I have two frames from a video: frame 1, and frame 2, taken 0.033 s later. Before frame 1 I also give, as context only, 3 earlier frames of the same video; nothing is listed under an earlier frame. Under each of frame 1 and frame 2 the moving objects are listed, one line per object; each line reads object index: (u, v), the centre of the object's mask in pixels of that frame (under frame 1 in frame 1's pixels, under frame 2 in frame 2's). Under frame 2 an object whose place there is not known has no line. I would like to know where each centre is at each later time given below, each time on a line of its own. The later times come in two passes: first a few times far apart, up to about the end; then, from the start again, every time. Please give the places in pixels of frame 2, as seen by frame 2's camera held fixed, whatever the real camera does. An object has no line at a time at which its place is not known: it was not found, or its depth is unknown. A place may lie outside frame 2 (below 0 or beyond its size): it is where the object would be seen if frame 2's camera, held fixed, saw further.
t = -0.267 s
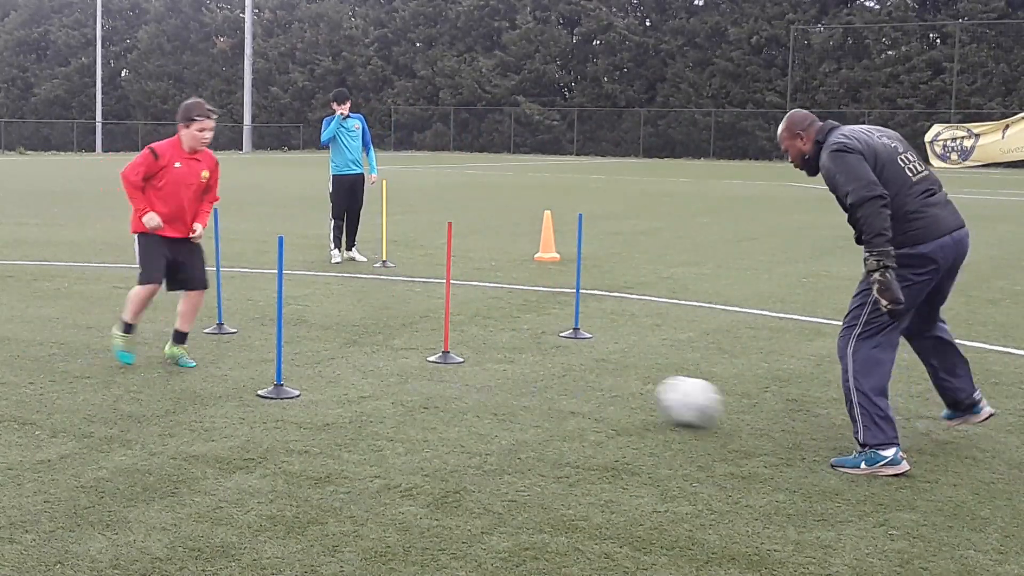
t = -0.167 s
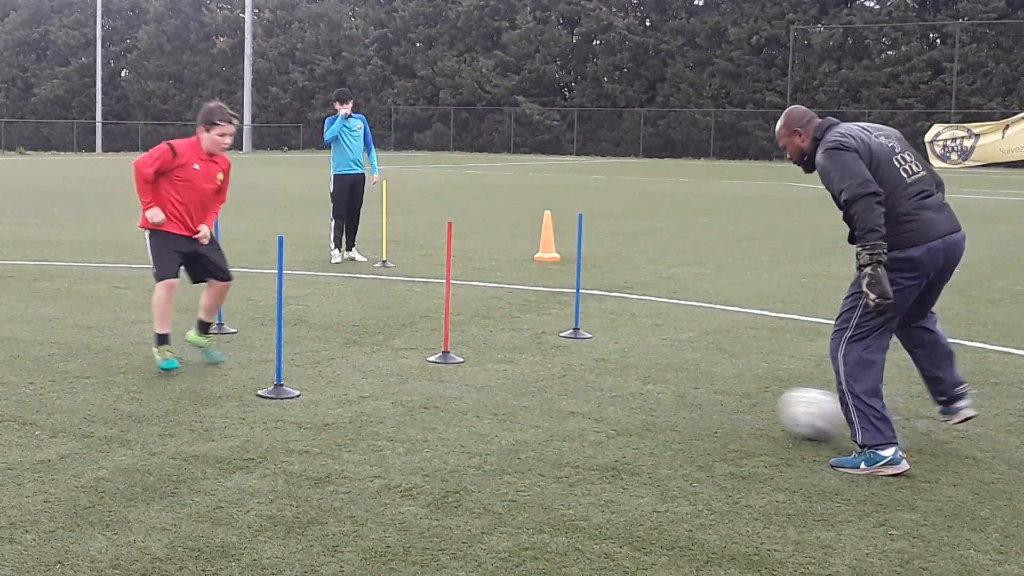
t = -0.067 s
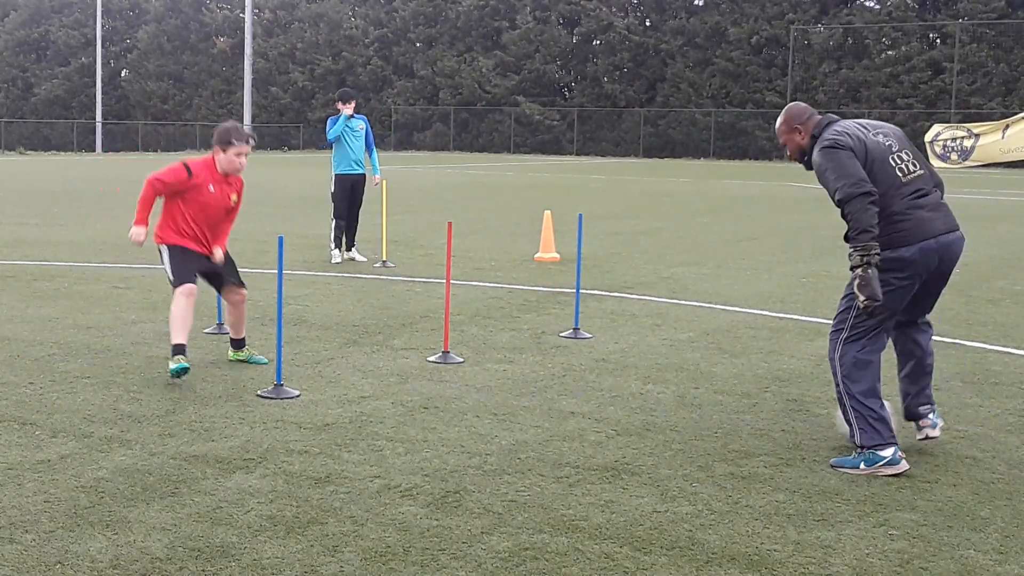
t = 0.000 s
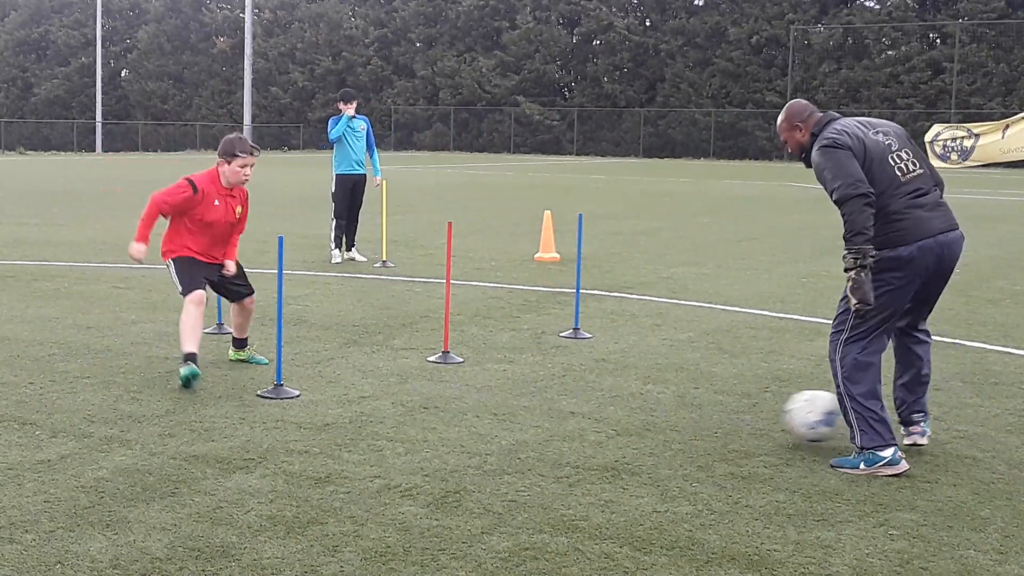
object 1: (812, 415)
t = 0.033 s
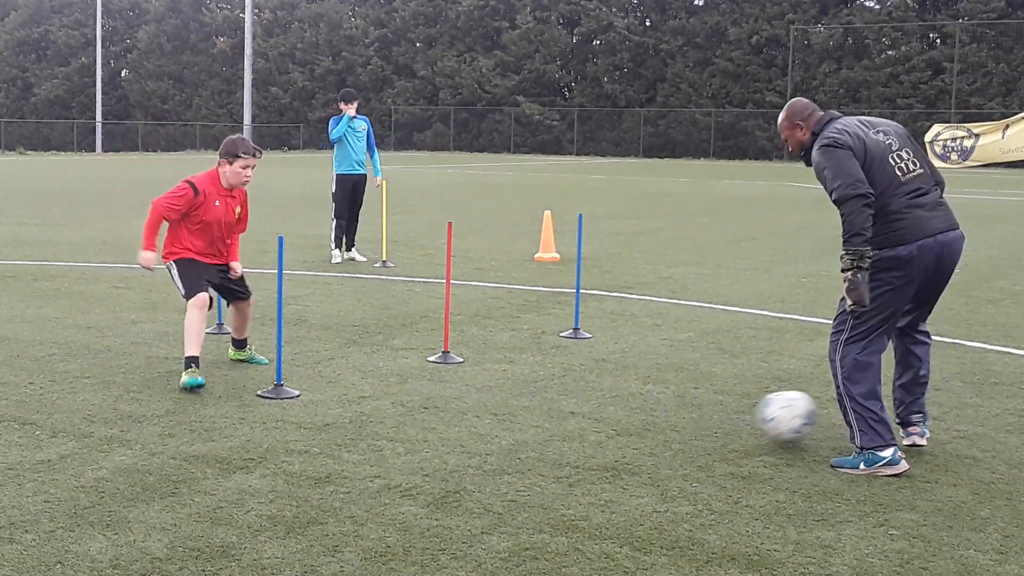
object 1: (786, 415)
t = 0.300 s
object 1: (616, 417)
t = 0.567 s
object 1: (476, 420)
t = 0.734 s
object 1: (391, 420)
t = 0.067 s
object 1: (760, 420)
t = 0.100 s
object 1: (736, 420)
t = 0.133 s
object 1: (714, 416)
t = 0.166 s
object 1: (692, 416)
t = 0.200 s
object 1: (671, 418)
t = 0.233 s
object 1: (650, 420)
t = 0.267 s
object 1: (633, 418)
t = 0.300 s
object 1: (616, 417)
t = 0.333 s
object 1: (598, 419)
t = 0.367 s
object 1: (580, 421)
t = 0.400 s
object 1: (562, 420)
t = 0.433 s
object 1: (545, 421)
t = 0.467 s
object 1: (527, 420)
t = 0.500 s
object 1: (511, 420)
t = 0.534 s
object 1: (494, 421)
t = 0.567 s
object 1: (476, 420)
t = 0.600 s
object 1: (458, 421)
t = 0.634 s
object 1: (441, 420)
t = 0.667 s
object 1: (424, 420)
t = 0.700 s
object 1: (407, 419)
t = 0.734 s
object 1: (391, 420)
